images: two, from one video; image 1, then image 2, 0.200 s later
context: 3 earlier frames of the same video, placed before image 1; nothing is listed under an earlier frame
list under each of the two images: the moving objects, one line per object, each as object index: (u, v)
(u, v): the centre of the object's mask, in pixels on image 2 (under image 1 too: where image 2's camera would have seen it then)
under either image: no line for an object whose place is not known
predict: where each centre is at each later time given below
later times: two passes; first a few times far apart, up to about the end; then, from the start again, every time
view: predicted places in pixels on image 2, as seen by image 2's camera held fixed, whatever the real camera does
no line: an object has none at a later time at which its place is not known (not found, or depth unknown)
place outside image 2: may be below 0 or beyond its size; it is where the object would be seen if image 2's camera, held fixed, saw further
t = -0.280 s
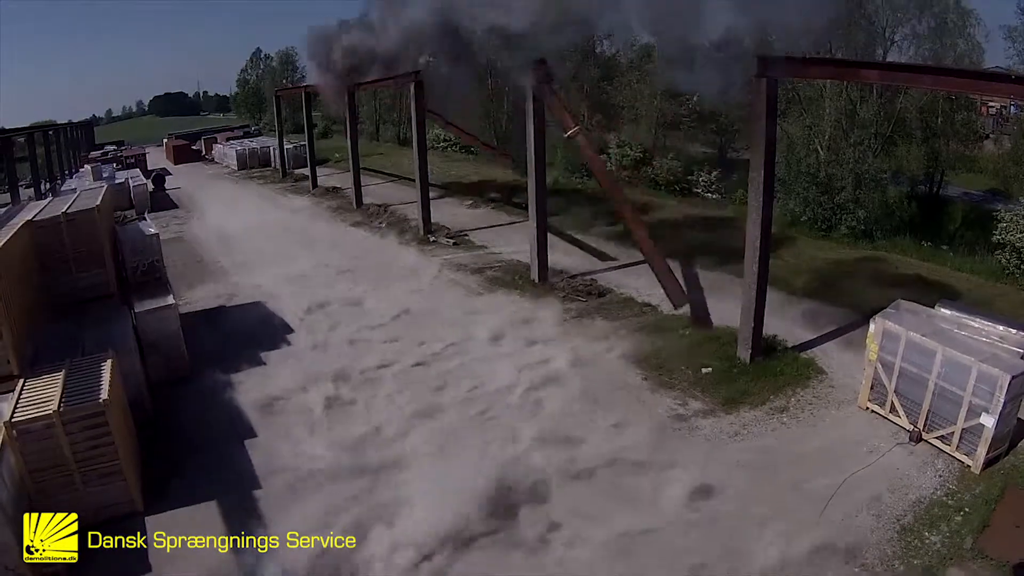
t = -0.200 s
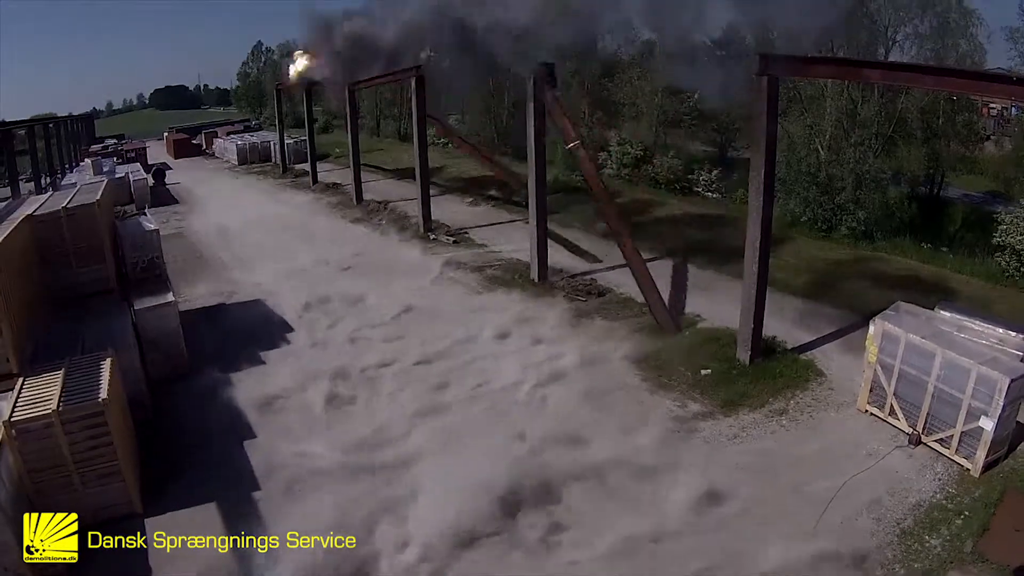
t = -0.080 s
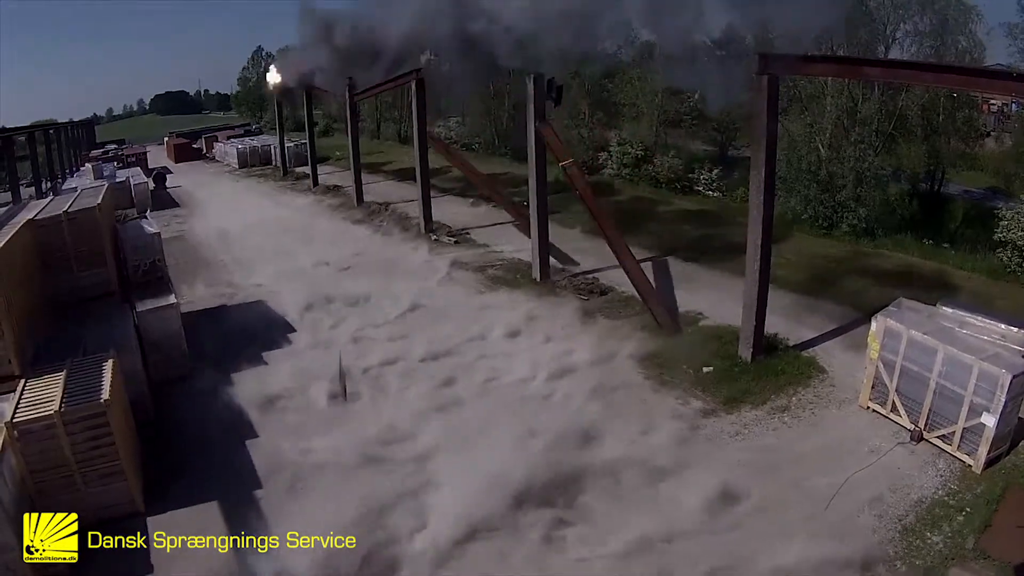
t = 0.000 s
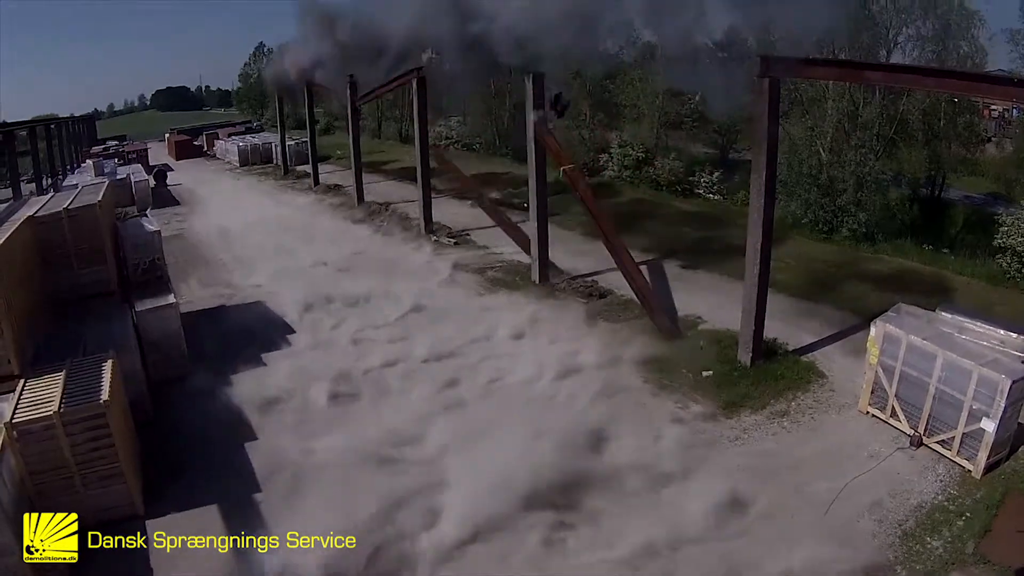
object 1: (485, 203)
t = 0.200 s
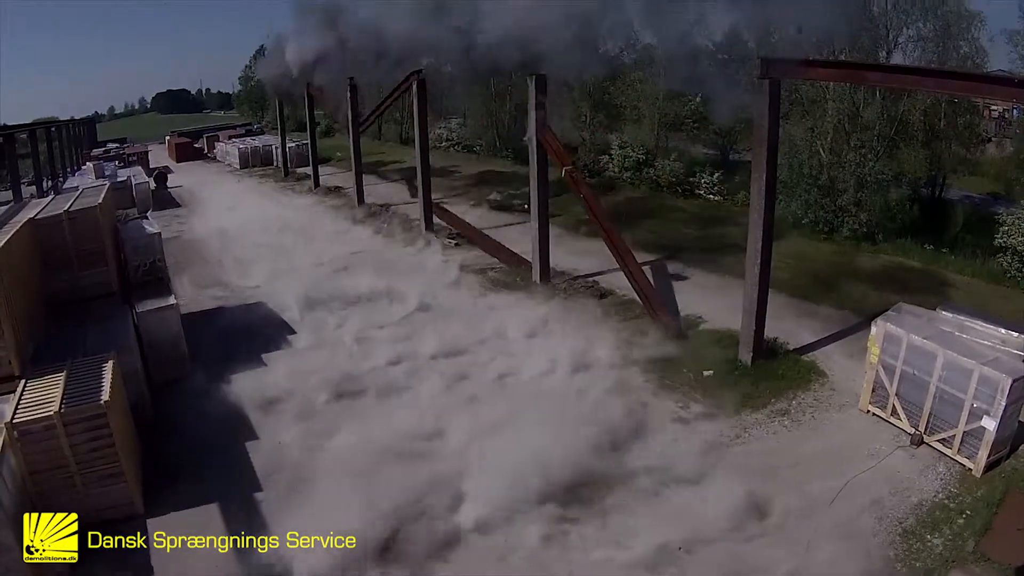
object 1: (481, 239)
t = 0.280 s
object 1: (485, 249)
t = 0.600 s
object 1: (499, 252)
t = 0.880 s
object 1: (508, 257)
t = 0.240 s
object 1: (481, 245)
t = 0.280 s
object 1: (485, 249)
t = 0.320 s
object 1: (485, 249)
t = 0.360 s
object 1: (491, 251)
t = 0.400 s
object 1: (491, 251)
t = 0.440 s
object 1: (494, 252)
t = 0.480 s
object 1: (495, 252)
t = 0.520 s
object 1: (497, 253)
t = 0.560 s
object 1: (497, 253)
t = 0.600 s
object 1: (499, 252)
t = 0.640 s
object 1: (502, 253)
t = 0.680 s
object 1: (503, 254)
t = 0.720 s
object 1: (506, 257)
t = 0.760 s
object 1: (507, 256)
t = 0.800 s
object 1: (507, 257)
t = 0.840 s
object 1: (507, 257)
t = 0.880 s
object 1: (508, 257)
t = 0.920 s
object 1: (508, 256)
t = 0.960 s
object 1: (509, 257)
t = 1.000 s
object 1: (493, 250)
